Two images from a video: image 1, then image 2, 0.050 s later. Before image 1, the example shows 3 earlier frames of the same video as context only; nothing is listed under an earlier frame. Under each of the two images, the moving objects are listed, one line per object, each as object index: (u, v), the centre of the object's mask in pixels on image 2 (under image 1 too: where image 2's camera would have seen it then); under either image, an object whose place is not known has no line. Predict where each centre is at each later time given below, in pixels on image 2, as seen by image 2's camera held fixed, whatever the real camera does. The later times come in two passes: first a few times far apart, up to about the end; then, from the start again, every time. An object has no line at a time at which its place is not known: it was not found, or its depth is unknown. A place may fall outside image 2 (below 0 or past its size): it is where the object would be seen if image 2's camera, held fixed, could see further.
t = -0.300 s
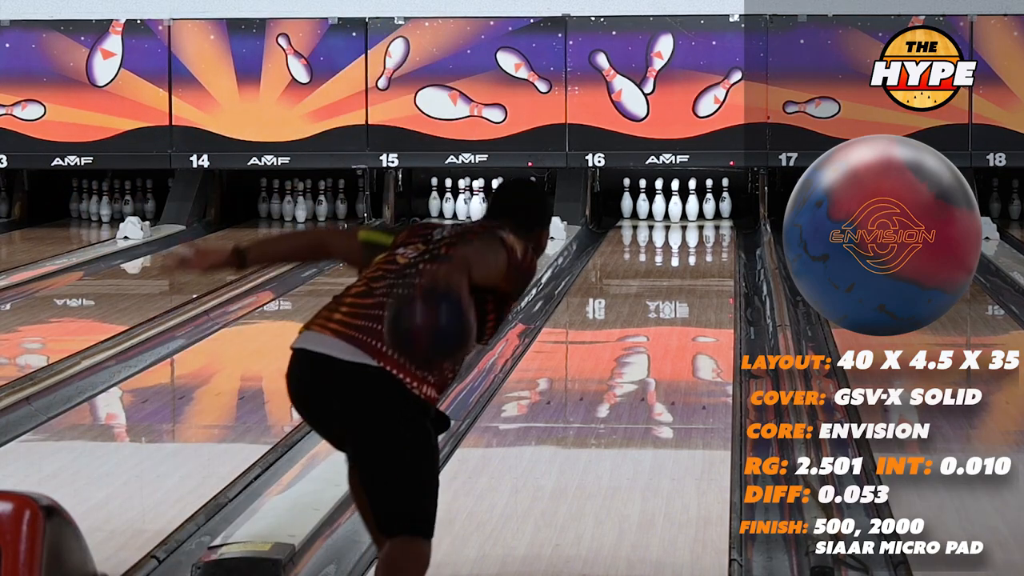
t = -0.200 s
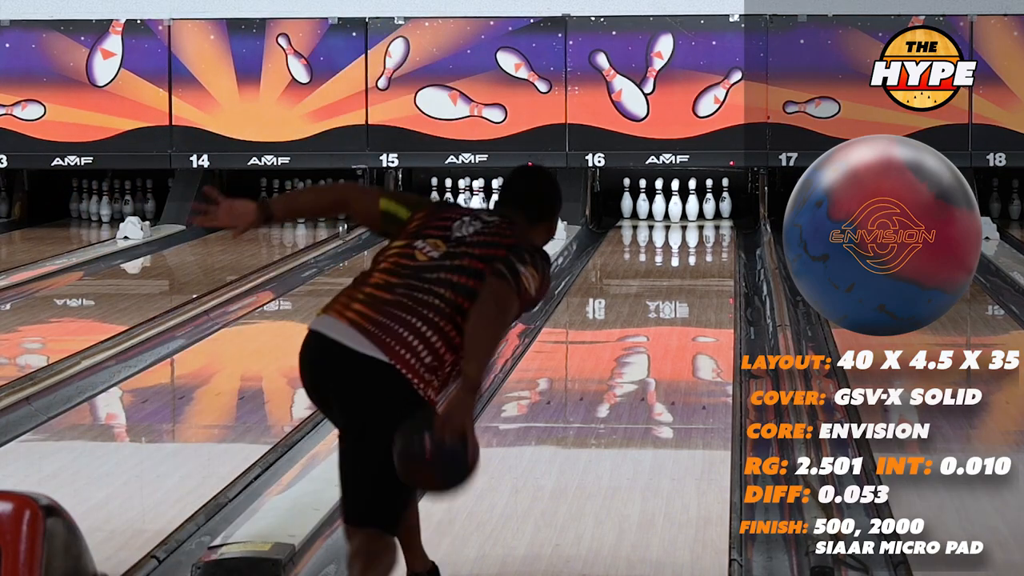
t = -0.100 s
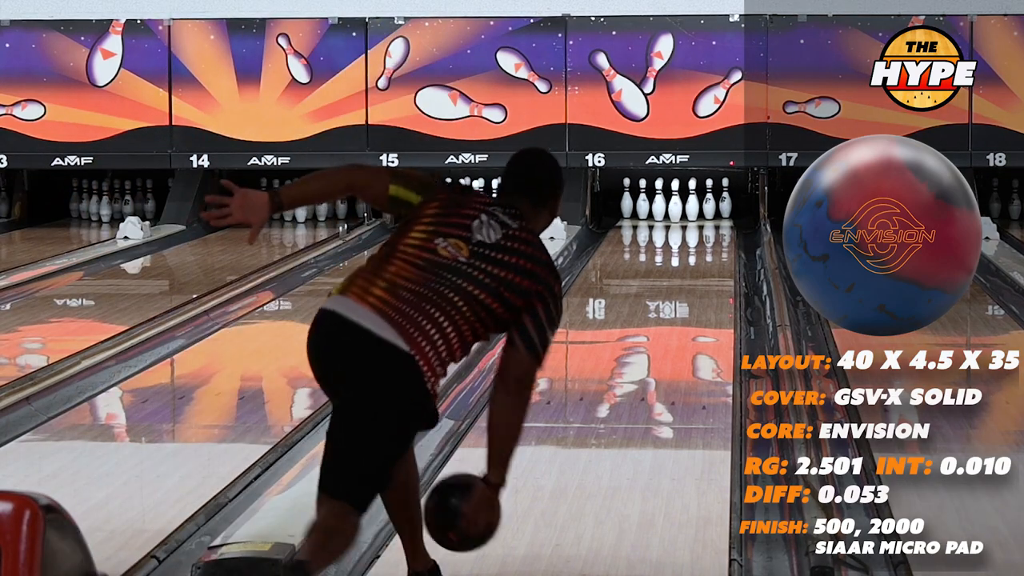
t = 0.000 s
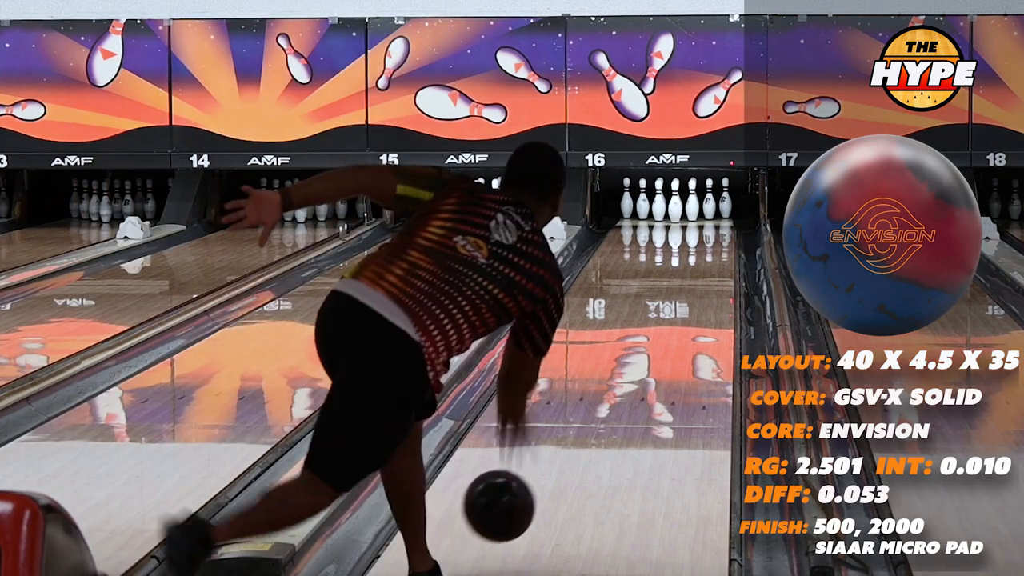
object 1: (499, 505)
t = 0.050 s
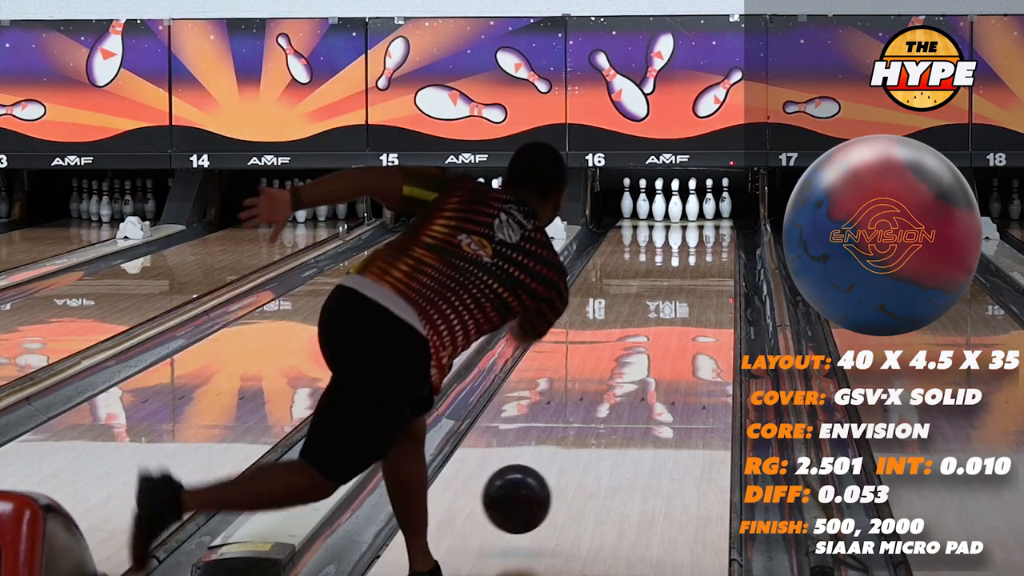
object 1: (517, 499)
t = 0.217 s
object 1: (566, 465)
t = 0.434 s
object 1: (614, 412)
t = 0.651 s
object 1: (650, 371)
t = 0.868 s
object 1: (678, 339)
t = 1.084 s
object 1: (699, 312)
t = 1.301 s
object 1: (714, 291)
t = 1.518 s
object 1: (723, 273)
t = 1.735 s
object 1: (726, 257)
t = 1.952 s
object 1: (722, 245)
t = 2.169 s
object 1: (712, 234)
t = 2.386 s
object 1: (699, 225)
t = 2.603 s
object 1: (688, 217)
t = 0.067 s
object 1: (522, 498)
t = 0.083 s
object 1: (528, 499)
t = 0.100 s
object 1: (533, 499)
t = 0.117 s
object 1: (538, 493)
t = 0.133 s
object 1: (543, 487)
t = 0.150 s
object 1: (548, 480)
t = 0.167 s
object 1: (553, 475)
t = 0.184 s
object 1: (557, 471)
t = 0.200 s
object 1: (562, 467)
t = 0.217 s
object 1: (566, 465)
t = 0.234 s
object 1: (570, 460)
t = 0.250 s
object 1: (575, 456)
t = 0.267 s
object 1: (579, 451)
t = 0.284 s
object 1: (583, 447)
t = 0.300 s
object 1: (587, 442)
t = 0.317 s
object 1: (590, 438)
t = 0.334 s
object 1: (594, 434)
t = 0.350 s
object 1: (597, 431)
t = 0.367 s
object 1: (601, 426)
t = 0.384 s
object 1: (604, 423)
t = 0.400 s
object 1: (608, 419)
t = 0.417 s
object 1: (611, 415)
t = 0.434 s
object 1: (614, 412)
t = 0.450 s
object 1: (617, 408)
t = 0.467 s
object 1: (621, 405)
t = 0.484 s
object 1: (624, 402)
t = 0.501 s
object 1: (627, 398)
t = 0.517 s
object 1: (629, 395)
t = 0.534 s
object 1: (632, 392)
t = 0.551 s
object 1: (635, 389)
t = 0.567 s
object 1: (638, 386)
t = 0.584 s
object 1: (641, 383)
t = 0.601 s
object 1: (643, 380)
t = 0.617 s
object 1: (645, 377)
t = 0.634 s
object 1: (648, 374)
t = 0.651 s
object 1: (650, 371)
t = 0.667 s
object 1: (653, 369)
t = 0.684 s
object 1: (655, 366)
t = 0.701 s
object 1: (658, 363)
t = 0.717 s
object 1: (660, 360)
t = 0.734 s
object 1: (662, 358)
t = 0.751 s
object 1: (664, 355)
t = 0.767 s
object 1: (666, 353)
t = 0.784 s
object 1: (668, 350)
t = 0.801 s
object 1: (670, 348)
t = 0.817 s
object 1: (672, 345)
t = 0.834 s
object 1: (674, 343)
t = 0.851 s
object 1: (676, 341)
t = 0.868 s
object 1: (678, 339)
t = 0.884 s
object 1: (680, 337)
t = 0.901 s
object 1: (682, 334)
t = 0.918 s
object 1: (683, 332)
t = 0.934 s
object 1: (685, 330)
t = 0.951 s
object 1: (687, 328)
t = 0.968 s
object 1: (688, 326)
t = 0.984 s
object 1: (690, 324)
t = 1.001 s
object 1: (691, 322)
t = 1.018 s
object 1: (693, 320)
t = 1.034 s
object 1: (695, 318)
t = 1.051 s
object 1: (696, 316)
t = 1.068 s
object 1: (698, 314)
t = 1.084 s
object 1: (699, 312)
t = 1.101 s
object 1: (700, 310)
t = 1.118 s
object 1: (702, 309)
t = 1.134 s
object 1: (703, 307)
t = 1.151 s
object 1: (704, 305)
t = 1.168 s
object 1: (706, 303)
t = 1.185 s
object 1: (707, 302)
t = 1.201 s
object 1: (708, 300)
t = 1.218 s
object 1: (709, 298)
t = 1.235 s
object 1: (710, 297)
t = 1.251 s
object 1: (711, 295)
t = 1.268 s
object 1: (712, 294)
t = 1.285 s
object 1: (713, 292)
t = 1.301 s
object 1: (714, 291)
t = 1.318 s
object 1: (715, 289)
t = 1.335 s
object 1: (716, 288)
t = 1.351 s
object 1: (717, 286)
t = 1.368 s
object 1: (718, 285)
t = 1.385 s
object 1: (718, 283)
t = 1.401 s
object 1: (719, 282)
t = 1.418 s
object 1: (720, 281)
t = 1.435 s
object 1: (720, 279)
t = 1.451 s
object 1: (721, 278)
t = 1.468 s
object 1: (722, 276)
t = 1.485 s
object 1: (722, 275)
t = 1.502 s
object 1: (723, 274)
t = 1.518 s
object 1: (723, 273)
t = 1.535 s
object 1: (724, 271)
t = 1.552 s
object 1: (724, 270)
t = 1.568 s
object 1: (724, 269)
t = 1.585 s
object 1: (725, 267)
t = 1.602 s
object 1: (725, 266)
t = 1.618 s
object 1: (726, 265)
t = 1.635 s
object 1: (726, 264)
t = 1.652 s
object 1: (726, 263)
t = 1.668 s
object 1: (726, 262)
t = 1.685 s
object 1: (726, 260)
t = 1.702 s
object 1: (726, 259)
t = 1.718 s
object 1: (726, 258)
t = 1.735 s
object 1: (726, 257)
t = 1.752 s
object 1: (726, 256)
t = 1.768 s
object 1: (726, 255)
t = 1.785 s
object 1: (726, 254)
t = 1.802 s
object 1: (726, 253)
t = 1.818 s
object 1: (725, 252)
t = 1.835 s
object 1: (725, 251)
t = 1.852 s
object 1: (725, 250)
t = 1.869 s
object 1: (725, 249)
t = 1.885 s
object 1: (724, 248)
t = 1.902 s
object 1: (724, 247)
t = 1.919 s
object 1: (724, 246)
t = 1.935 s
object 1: (723, 245)
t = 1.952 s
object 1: (722, 245)
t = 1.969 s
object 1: (722, 244)
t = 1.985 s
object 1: (721, 243)
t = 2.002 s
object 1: (721, 242)
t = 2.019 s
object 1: (720, 241)
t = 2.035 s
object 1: (720, 240)
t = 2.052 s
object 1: (719, 239)
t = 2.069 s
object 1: (718, 238)
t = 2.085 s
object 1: (717, 238)
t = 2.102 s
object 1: (716, 237)
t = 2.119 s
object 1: (715, 236)
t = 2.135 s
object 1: (714, 236)
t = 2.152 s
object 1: (713, 235)
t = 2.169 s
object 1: (712, 234)
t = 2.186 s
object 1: (711, 233)
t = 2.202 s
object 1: (710, 232)
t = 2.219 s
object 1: (709, 232)
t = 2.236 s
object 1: (708, 231)
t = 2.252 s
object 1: (707, 231)
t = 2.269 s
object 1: (706, 230)
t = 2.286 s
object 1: (705, 229)
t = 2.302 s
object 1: (704, 228)
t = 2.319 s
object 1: (703, 228)
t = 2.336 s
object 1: (702, 227)
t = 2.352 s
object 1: (701, 226)
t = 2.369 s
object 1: (700, 226)
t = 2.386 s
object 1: (699, 225)
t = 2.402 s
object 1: (698, 224)
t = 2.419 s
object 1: (697, 224)
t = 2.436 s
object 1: (696, 223)
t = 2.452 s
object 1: (696, 222)
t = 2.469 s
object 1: (694, 222)
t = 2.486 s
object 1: (694, 221)
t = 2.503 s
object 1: (693, 220)
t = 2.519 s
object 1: (692, 220)
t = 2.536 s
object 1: (691, 219)
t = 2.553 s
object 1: (691, 218)
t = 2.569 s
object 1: (690, 218)
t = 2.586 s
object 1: (689, 217)
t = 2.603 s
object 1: (688, 217)
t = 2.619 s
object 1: (687, 216)
